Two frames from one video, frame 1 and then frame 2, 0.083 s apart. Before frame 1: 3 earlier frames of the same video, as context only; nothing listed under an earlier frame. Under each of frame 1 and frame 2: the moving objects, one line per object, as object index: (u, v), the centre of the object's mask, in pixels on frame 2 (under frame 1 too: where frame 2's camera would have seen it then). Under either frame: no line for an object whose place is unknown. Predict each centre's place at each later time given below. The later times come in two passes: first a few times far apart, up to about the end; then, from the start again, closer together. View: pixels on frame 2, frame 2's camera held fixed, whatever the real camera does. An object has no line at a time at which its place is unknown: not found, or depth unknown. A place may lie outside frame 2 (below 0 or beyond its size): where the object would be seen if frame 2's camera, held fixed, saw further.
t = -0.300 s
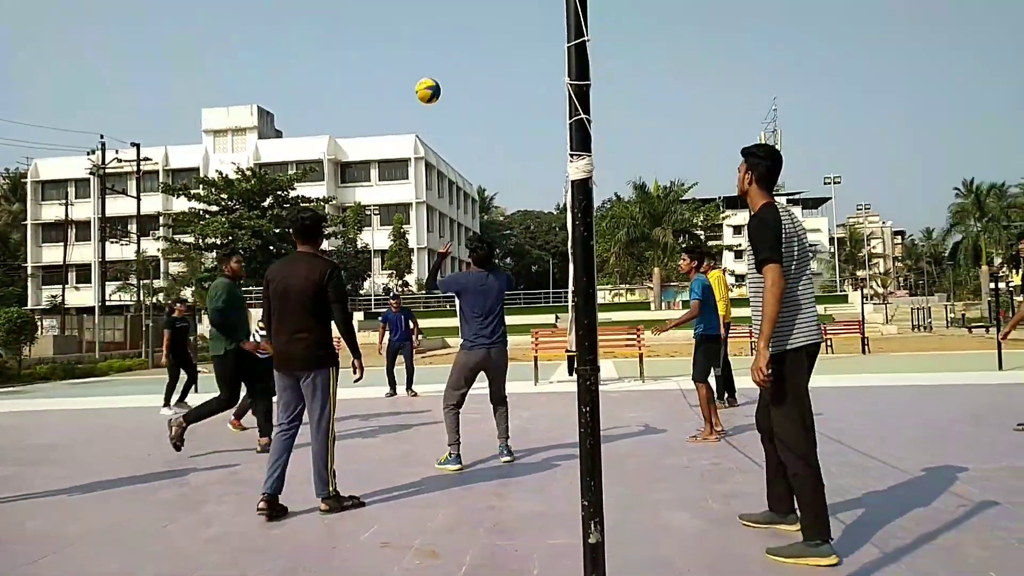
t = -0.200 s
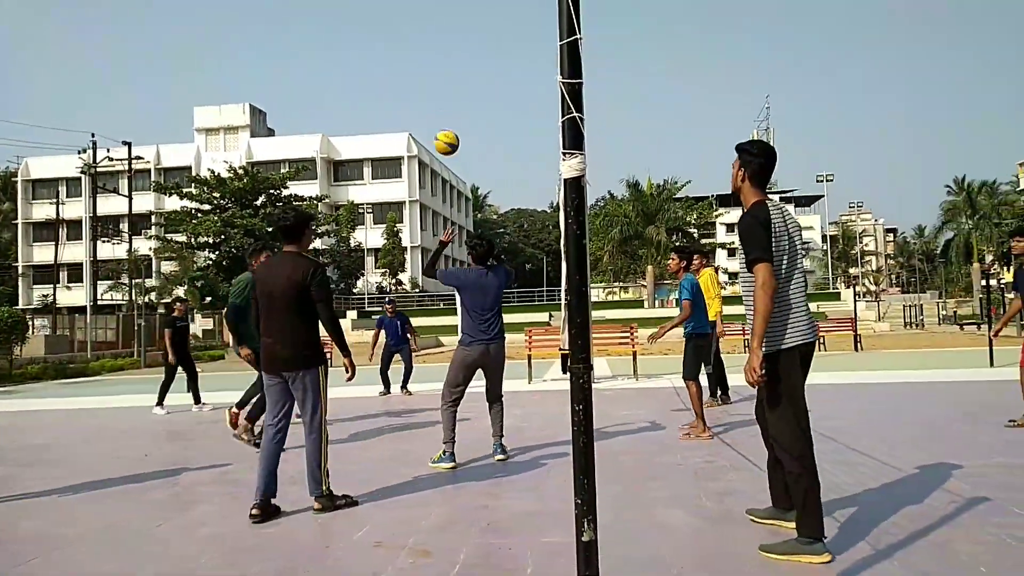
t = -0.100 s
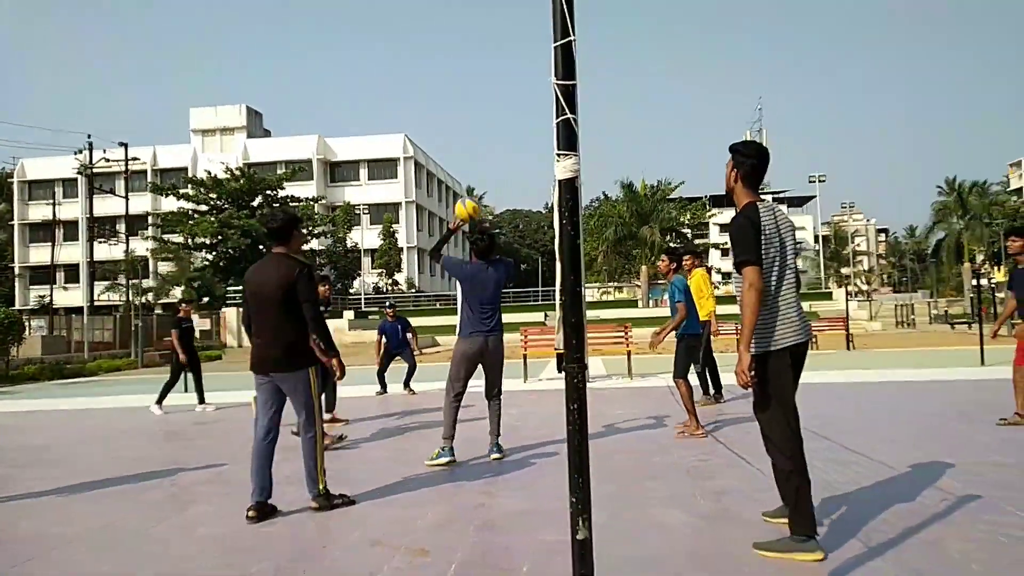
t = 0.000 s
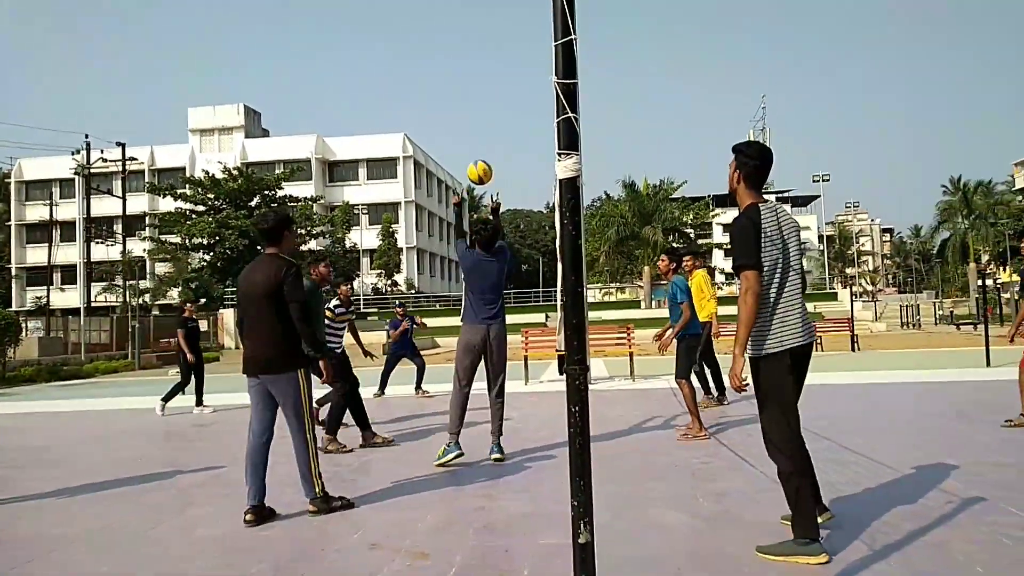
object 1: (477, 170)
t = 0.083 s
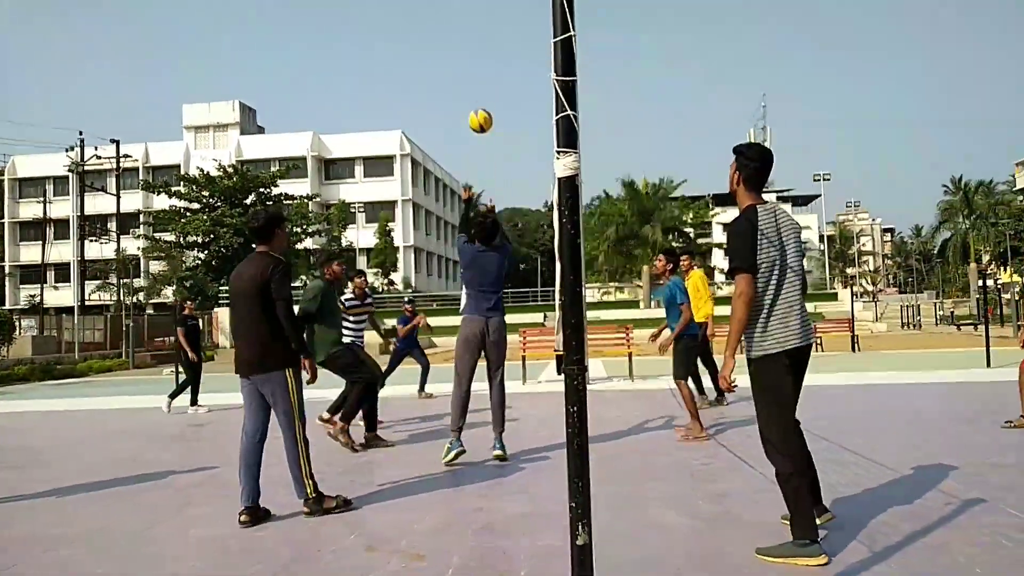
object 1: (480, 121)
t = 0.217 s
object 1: (485, 63)
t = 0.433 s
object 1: (492, 22)
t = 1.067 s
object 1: (511, 147)
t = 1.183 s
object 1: (515, 201)
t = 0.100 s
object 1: (481, 112)
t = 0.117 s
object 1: (481, 104)
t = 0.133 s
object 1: (482, 96)
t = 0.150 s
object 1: (482, 89)
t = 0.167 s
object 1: (483, 81)
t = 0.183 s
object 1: (483, 75)
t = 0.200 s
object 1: (484, 68)
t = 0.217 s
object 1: (485, 63)
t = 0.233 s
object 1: (485, 57)
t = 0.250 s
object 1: (486, 53)
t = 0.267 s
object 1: (486, 48)
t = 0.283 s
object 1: (487, 44)
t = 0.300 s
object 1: (487, 40)
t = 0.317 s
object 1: (488, 37)
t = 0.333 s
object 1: (489, 34)
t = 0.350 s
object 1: (489, 31)
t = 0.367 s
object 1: (490, 29)
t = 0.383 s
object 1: (491, 27)
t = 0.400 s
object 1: (491, 25)
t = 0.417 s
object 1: (492, 23)
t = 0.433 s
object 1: (492, 22)
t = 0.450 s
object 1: (493, 21)
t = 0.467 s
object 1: (493, 20)
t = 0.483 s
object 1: (494, 20)
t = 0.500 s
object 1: (494, 20)
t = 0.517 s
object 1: (495, 20)
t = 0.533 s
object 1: (495, 21)
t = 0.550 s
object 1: (496, 21)
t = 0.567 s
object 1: (496, 22)
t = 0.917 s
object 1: (506, 92)
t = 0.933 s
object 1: (506, 97)
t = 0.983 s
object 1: (508, 114)
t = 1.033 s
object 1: (509, 133)
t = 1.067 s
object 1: (511, 147)
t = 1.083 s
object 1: (512, 154)
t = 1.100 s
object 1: (512, 161)
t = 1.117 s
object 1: (513, 170)
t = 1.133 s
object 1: (514, 178)
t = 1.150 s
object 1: (515, 185)
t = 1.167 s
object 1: (515, 192)
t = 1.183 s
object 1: (515, 201)
